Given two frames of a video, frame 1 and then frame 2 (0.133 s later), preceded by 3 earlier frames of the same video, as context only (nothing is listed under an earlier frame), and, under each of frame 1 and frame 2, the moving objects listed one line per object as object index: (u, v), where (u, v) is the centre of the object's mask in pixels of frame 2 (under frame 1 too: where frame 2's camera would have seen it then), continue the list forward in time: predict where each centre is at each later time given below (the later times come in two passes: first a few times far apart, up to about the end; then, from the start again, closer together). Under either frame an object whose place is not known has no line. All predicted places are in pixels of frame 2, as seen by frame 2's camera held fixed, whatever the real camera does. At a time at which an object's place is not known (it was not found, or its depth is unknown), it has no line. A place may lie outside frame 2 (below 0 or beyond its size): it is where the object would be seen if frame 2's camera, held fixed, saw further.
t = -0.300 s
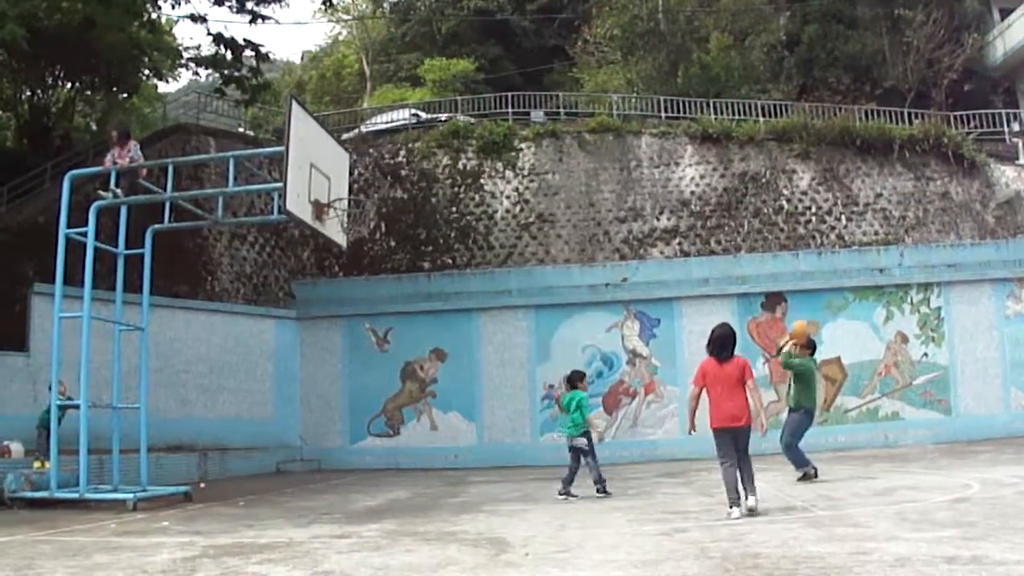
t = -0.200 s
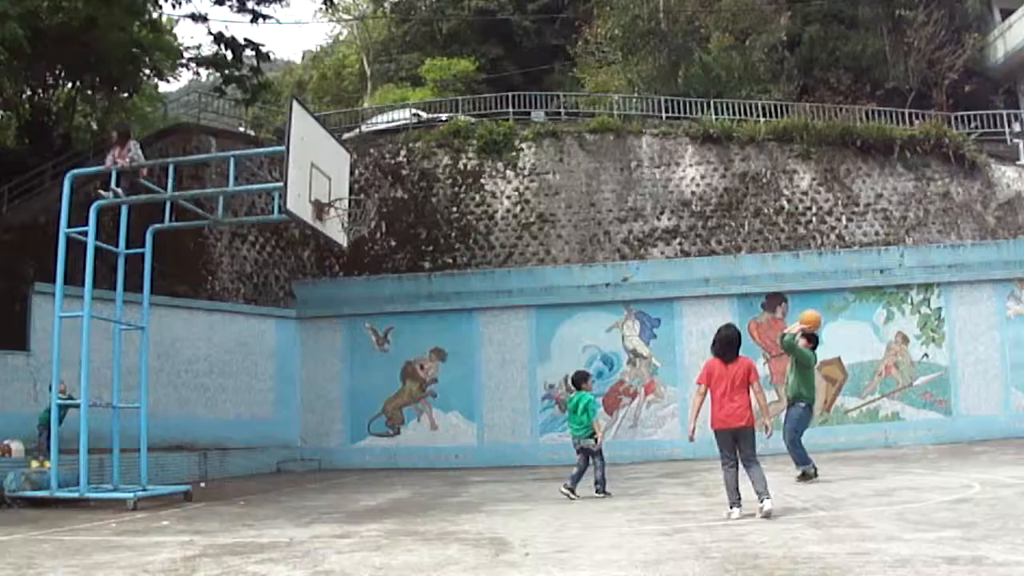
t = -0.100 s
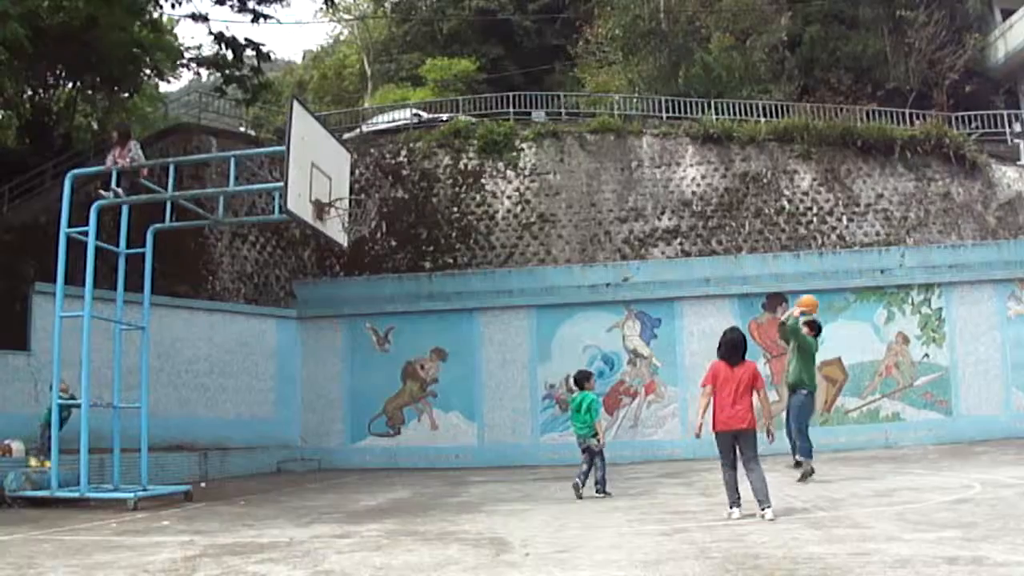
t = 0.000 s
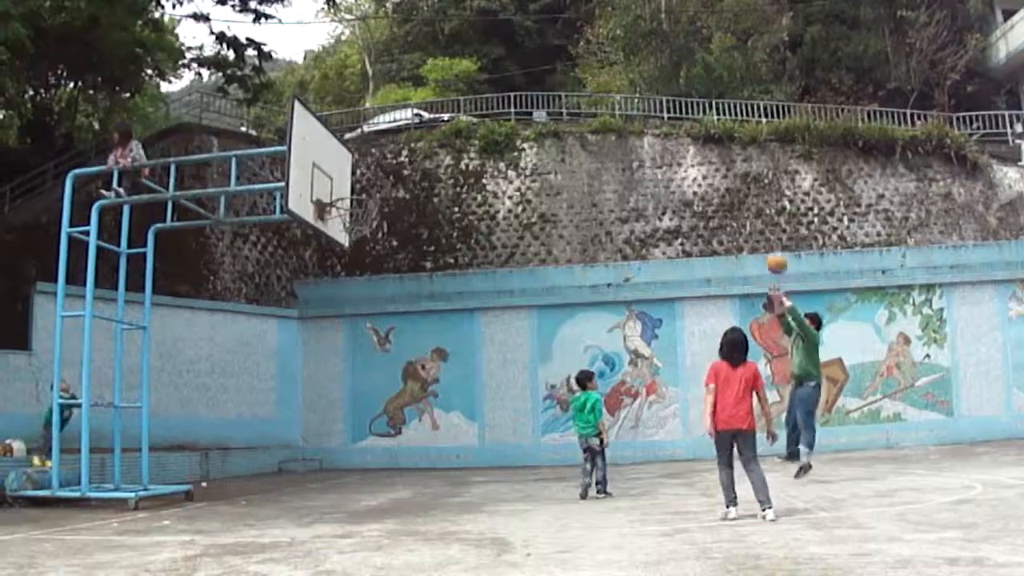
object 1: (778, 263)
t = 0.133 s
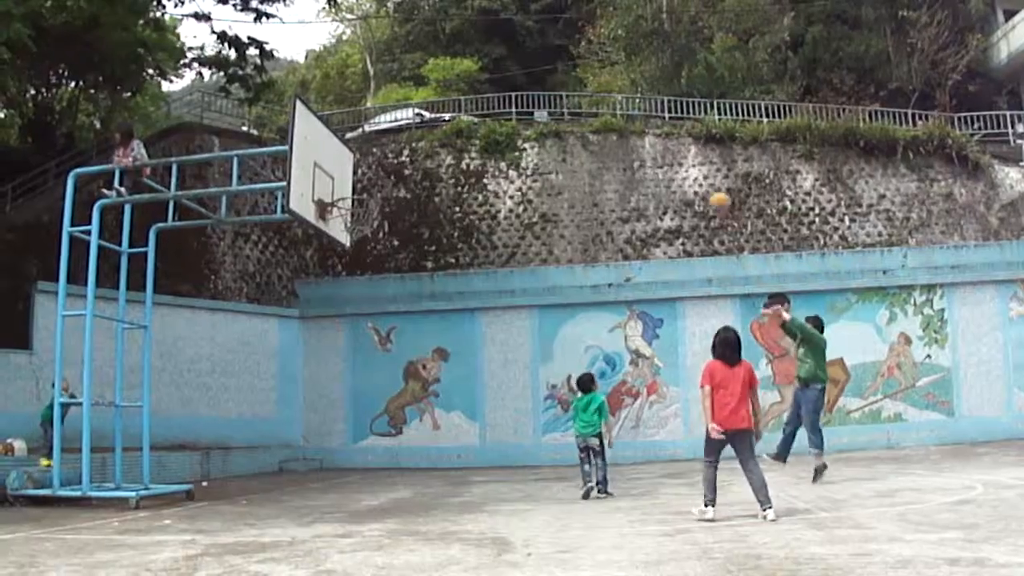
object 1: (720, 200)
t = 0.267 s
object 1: (662, 162)
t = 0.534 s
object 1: (549, 118)
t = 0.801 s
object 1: (440, 141)
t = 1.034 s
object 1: (347, 210)
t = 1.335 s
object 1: (427, 270)
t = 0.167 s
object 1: (705, 191)
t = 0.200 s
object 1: (690, 182)
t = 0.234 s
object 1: (676, 170)
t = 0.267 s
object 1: (662, 162)
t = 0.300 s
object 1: (648, 152)
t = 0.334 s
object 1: (633, 144)
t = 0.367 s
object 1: (619, 137)
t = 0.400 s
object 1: (606, 132)
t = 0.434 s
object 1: (592, 127)
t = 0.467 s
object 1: (576, 122)
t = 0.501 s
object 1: (563, 121)
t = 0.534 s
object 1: (549, 118)
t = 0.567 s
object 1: (536, 118)
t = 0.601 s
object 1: (521, 119)
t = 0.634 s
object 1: (508, 119)
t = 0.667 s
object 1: (495, 124)
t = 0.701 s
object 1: (481, 128)
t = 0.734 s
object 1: (468, 130)
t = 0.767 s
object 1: (453, 137)
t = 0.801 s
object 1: (440, 141)
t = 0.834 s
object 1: (426, 150)
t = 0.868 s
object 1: (412, 158)
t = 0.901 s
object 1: (399, 166)
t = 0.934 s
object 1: (384, 177)
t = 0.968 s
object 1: (370, 188)
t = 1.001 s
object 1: (356, 199)
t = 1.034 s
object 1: (347, 210)
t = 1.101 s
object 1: (360, 218)
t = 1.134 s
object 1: (371, 220)
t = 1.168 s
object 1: (381, 228)
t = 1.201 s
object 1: (388, 233)
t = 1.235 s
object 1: (399, 242)
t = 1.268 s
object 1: (409, 249)
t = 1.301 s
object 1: (417, 260)
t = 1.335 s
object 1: (427, 270)
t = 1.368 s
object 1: (437, 281)
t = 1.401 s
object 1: (446, 293)
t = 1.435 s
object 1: (458, 306)
